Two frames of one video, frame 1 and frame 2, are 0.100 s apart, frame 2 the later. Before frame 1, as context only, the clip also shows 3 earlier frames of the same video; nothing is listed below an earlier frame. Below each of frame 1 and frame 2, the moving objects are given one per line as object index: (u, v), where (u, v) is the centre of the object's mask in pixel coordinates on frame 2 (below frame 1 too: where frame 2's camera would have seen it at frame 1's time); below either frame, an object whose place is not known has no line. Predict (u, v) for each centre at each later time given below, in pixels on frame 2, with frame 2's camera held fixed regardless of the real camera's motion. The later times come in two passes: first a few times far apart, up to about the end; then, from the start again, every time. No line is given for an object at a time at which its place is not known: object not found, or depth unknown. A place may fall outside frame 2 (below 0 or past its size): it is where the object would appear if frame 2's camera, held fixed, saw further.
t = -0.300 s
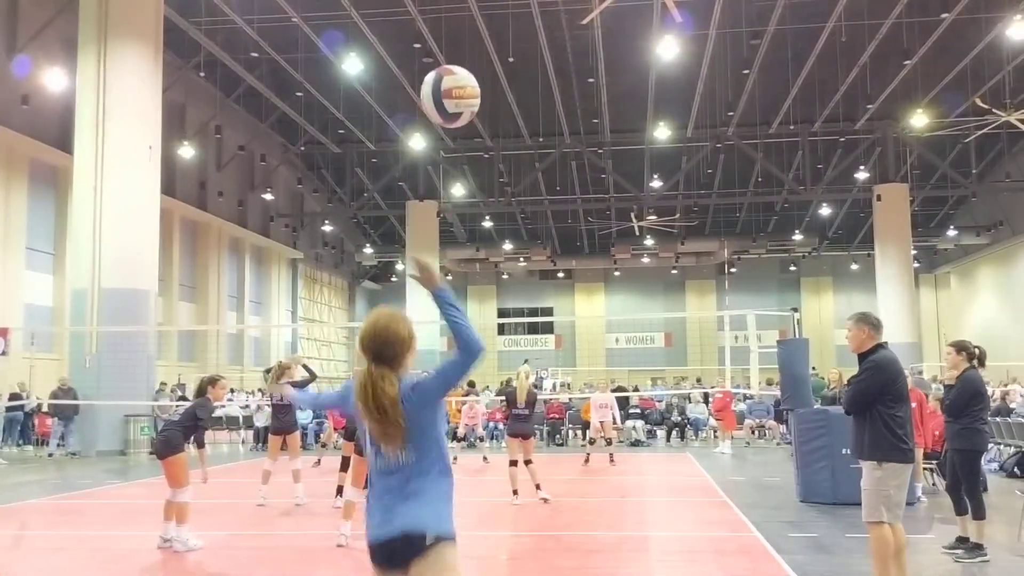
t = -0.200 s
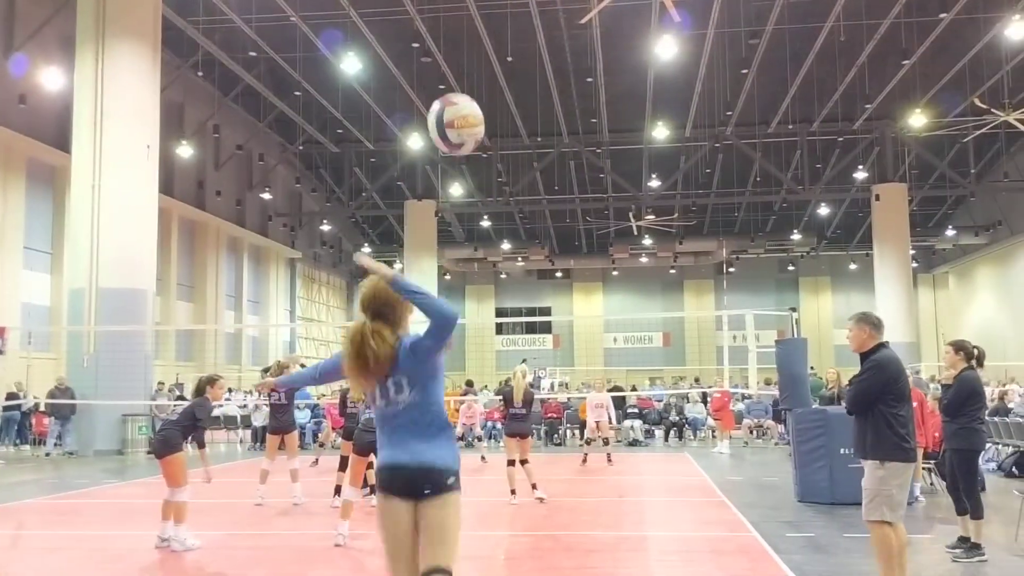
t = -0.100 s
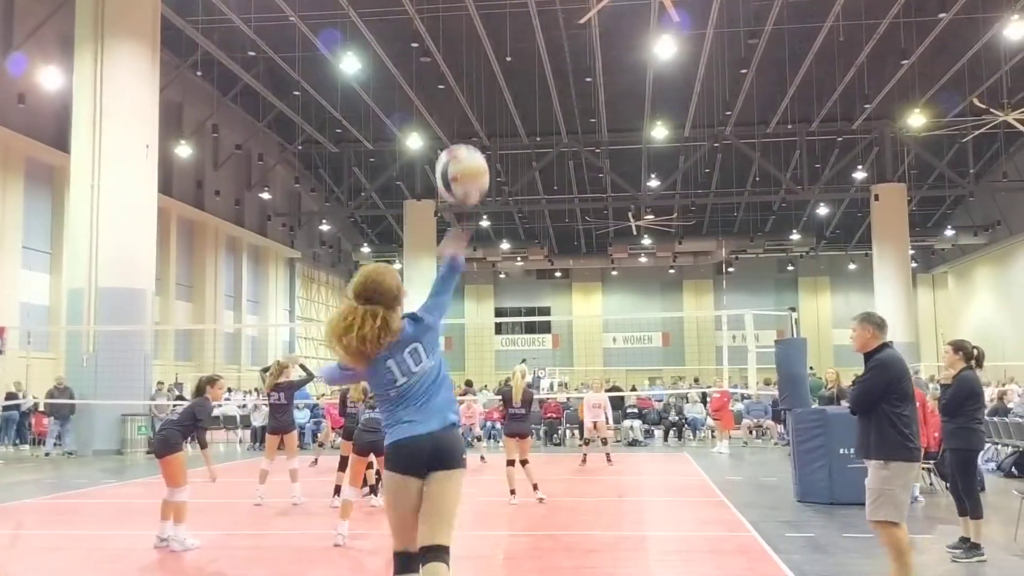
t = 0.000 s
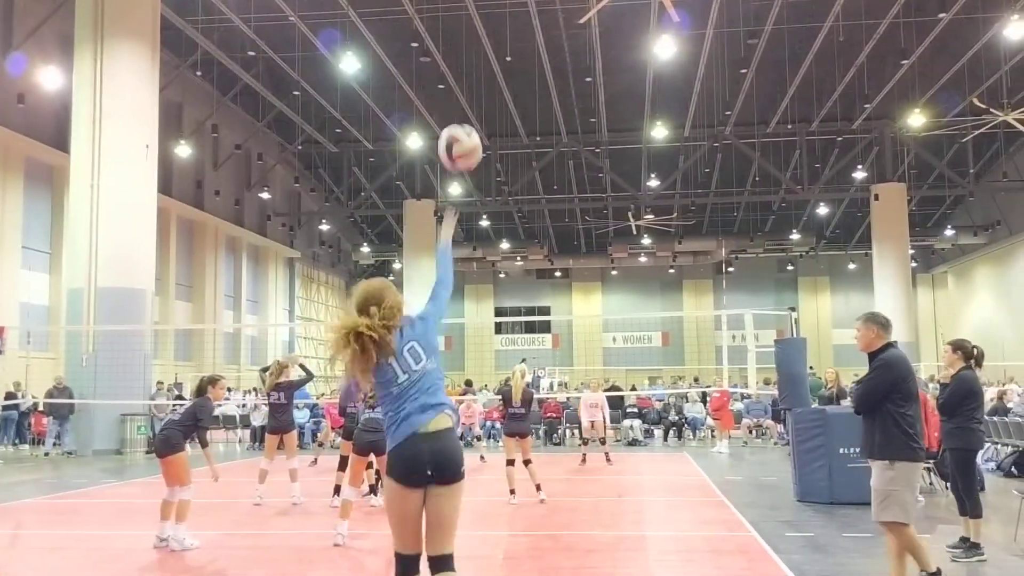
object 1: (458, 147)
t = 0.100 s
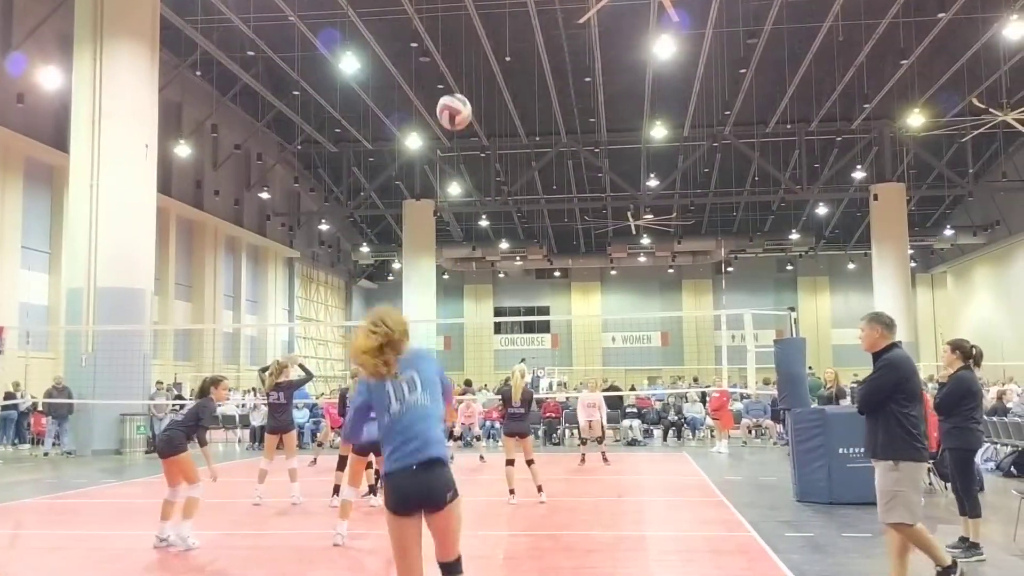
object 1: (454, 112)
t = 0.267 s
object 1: (448, 98)
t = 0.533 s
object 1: (439, 141)
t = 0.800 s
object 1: (436, 217)
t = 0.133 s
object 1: (453, 105)
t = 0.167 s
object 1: (451, 101)
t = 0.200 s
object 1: (450, 98)
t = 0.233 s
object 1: (449, 97)
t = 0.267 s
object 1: (448, 98)
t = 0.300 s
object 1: (446, 100)
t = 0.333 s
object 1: (445, 103)
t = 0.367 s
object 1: (444, 107)
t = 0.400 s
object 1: (443, 112)
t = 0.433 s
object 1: (442, 118)
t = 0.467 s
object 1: (441, 125)
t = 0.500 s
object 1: (440, 132)
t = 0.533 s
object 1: (439, 141)
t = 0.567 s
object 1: (438, 149)
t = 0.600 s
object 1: (437, 158)
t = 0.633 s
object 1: (436, 168)
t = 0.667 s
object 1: (436, 177)
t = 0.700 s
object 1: (436, 187)
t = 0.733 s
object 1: (435, 197)
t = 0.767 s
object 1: (435, 207)
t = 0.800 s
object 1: (436, 217)
